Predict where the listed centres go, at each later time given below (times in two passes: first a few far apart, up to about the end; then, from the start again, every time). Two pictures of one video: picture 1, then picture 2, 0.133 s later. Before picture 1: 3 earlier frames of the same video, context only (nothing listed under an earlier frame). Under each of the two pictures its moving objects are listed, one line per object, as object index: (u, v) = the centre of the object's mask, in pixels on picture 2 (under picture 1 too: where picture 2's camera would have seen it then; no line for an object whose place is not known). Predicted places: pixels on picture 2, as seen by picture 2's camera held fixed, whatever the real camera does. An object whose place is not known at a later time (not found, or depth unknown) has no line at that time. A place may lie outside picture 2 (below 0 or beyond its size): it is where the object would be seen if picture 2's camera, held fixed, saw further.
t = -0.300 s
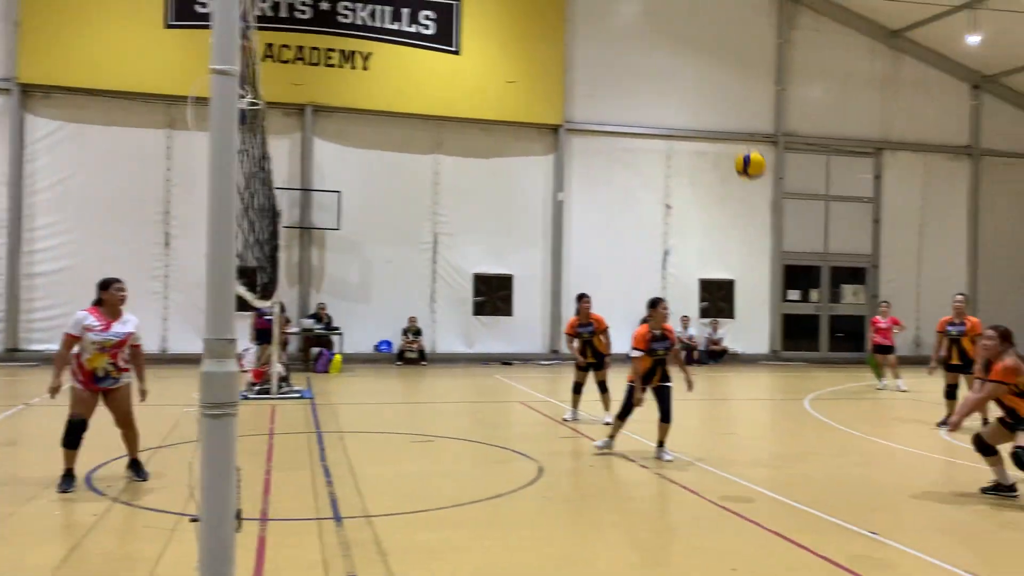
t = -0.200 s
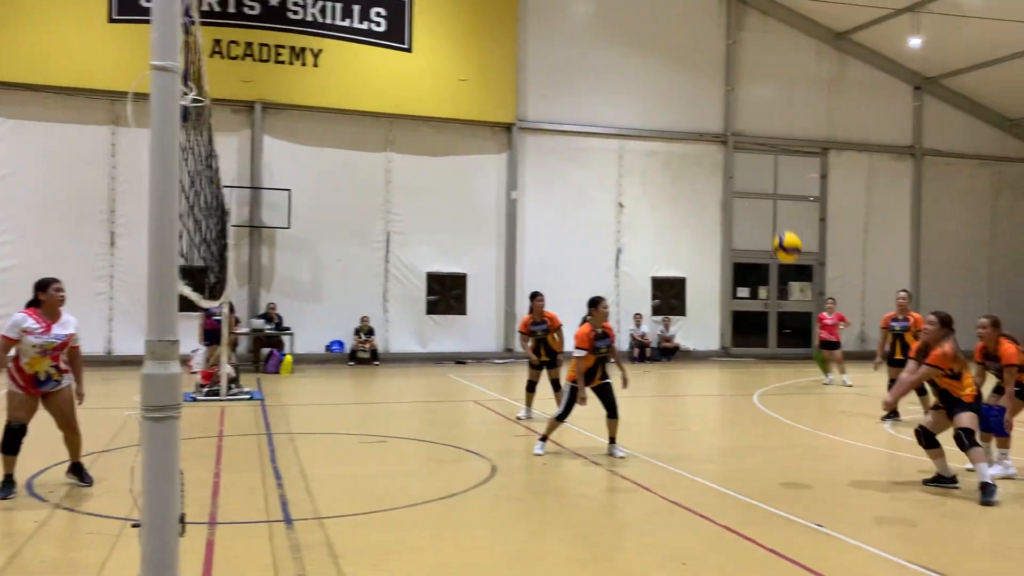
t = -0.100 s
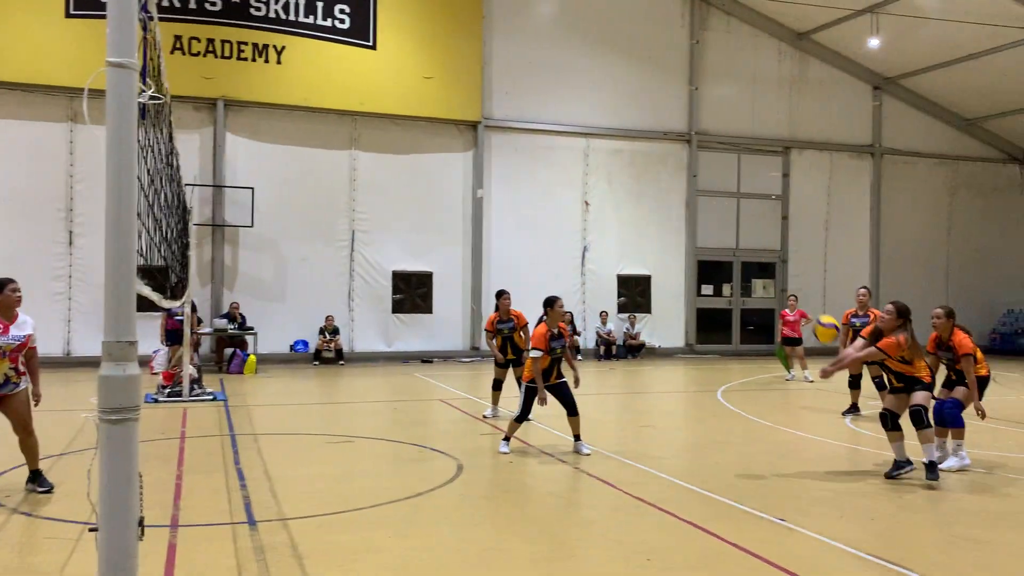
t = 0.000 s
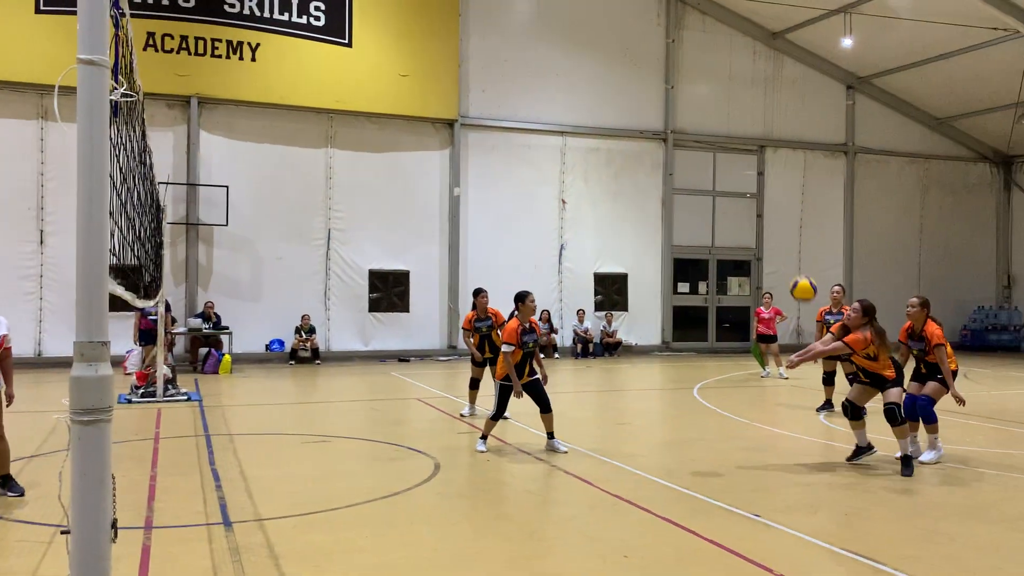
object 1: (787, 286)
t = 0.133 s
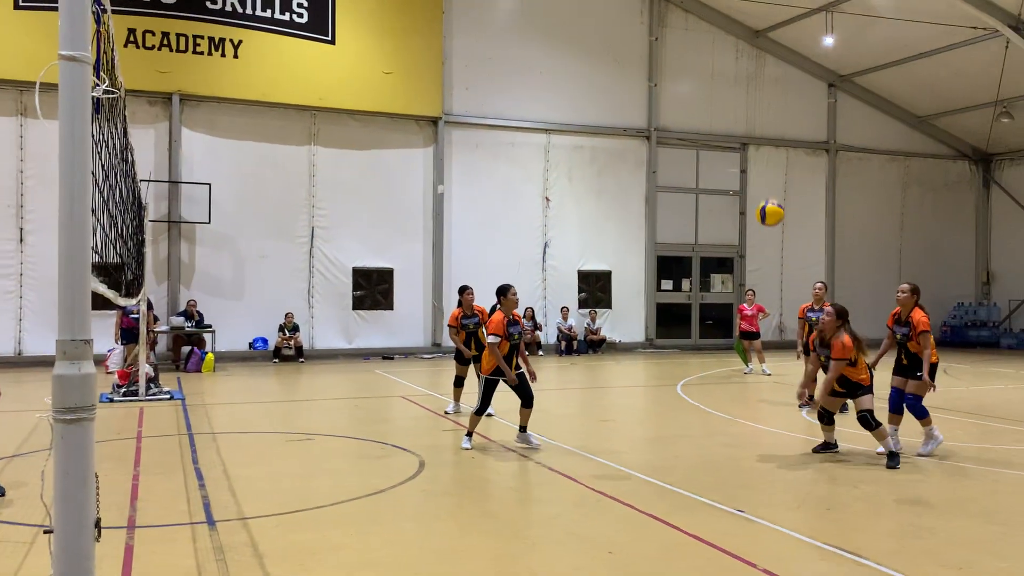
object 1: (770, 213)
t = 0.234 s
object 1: (757, 169)
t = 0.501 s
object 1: (722, 111)
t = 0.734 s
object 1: (688, 136)
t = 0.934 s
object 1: (651, 224)
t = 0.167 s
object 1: (765, 196)
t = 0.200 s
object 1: (761, 182)
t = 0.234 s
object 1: (757, 169)
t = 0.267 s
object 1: (752, 157)
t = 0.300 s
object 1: (748, 146)
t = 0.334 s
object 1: (744, 137)
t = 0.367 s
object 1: (740, 129)
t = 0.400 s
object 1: (735, 122)
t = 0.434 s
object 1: (731, 118)
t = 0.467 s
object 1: (726, 114)
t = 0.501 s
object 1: (722, 111)
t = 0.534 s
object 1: (717, 110)
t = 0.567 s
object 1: (712, 111)
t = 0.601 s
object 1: (708, 113)
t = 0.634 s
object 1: (703, 116)
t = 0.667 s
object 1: (698, 121)
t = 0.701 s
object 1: (693, 128)
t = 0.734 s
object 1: (688, 136)
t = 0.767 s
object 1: (682, 147)
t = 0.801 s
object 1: (677, 159)
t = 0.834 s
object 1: (671, 172)
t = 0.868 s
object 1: (665, 188)
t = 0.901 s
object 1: (659, 205)
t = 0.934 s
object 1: (651, 224)
